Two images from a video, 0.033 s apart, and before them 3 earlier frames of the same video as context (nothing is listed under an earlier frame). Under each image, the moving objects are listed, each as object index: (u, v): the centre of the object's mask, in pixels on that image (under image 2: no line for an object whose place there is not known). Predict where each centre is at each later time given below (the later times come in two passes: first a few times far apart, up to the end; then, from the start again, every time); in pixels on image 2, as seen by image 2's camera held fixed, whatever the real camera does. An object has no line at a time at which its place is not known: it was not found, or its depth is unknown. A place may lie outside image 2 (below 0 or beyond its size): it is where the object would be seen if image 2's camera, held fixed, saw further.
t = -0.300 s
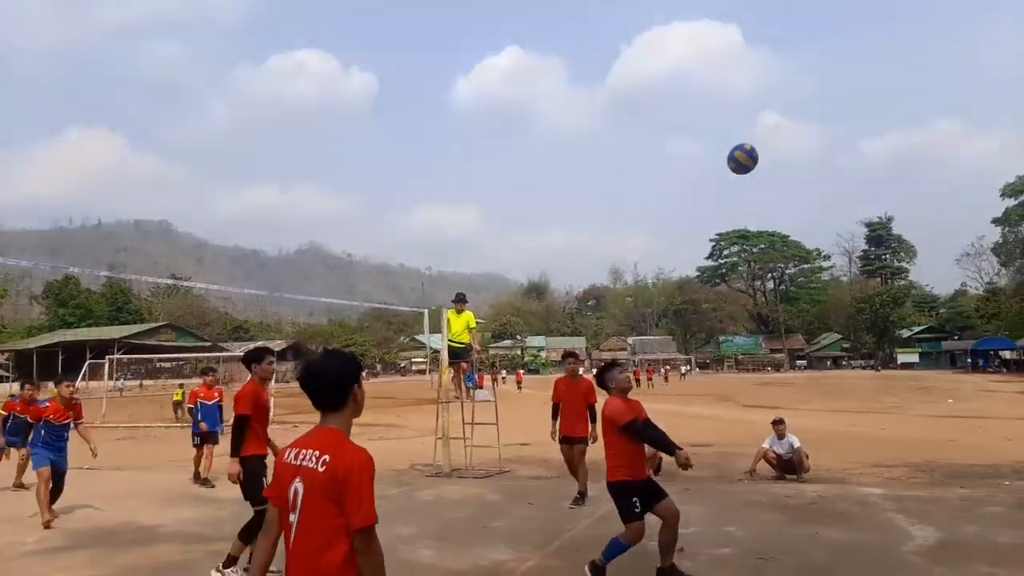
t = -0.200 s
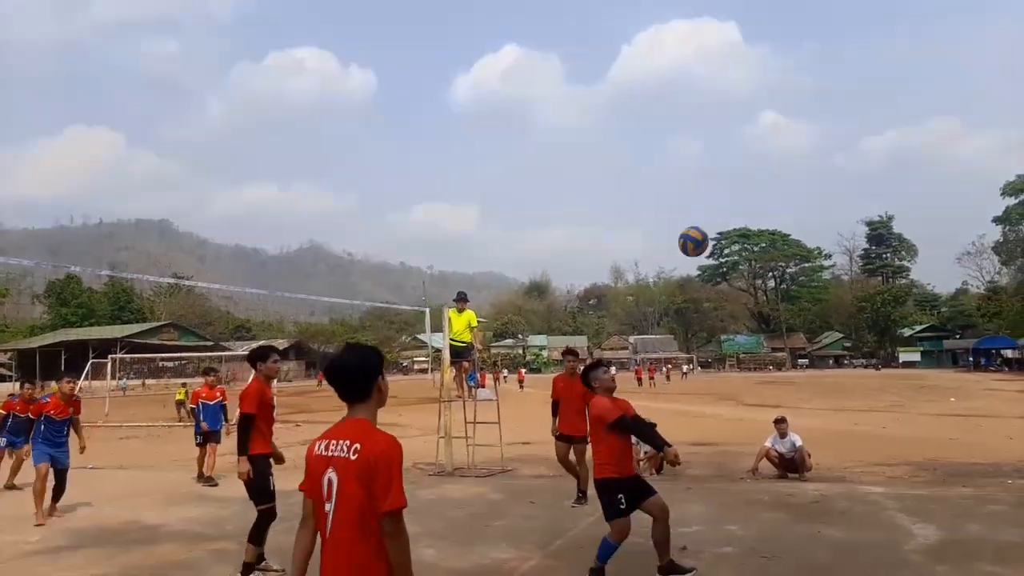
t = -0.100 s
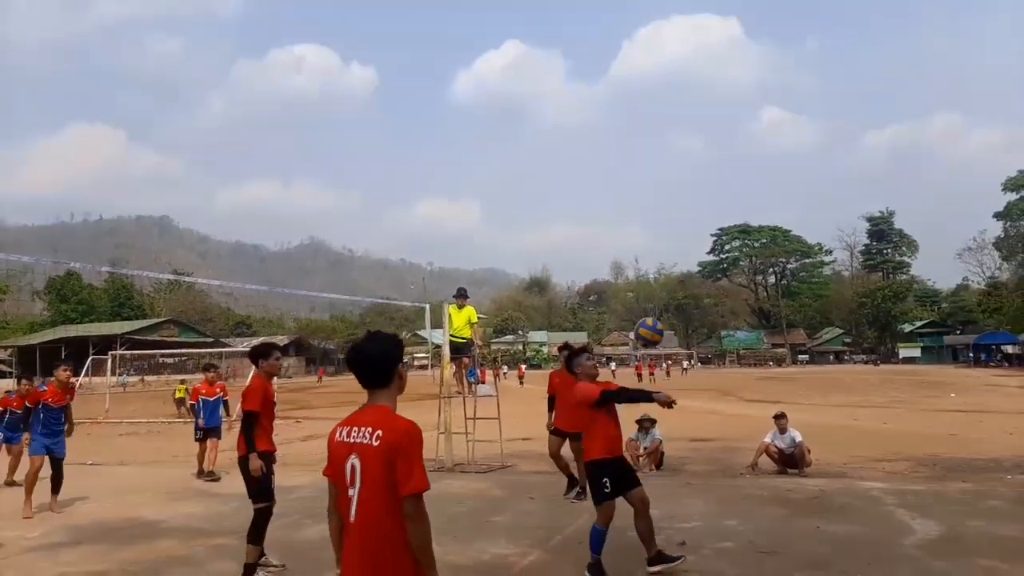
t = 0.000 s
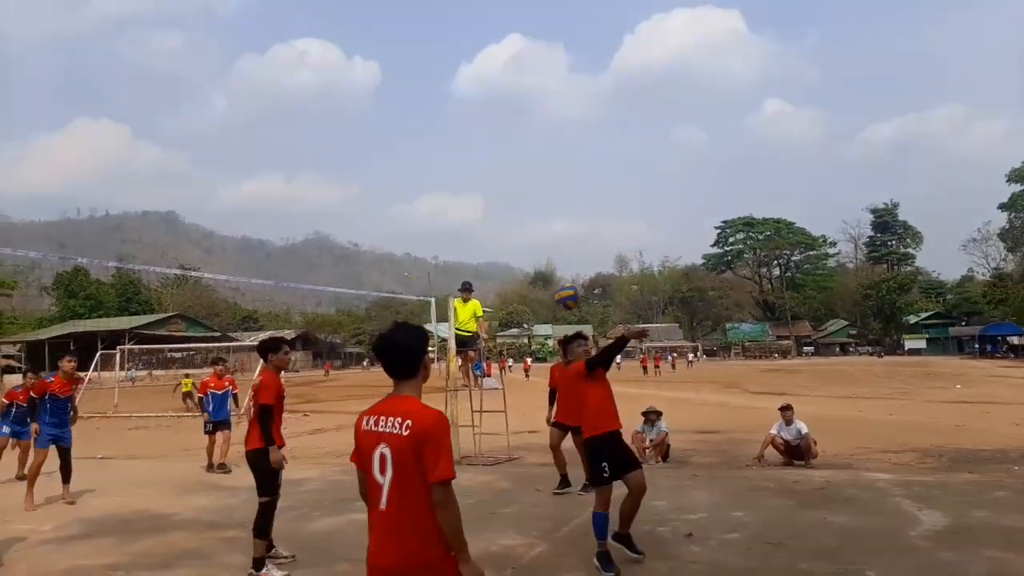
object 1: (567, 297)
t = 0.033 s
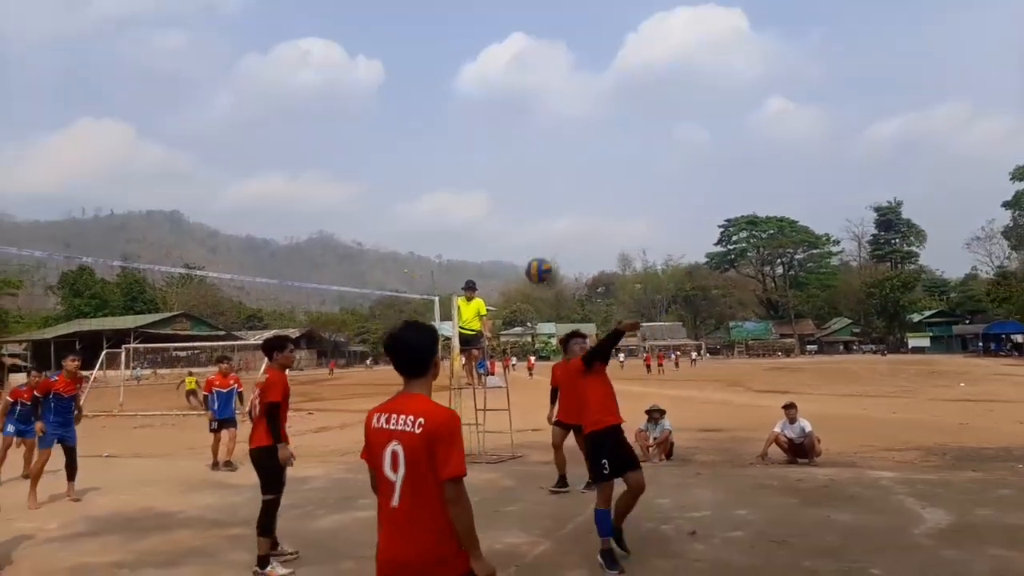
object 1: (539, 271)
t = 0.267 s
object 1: (329, 151)
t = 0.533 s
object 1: (132, 112)
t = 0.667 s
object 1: (53, 127)
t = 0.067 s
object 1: (506, 248)
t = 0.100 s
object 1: (475, 227)
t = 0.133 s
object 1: (445, 208)
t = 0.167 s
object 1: (415, 191)
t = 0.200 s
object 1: (386, 176)
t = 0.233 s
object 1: (357, 163)
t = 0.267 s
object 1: (329, 151)
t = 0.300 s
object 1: (303, 142)
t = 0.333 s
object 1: (278, 133)
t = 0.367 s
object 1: (253, 126)
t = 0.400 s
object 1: (228, 121)
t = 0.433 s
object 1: (204, 117)
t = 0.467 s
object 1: (180, 115)
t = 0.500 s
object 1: (156, 113)
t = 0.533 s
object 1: (132, 112)
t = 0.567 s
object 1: (111, 114)
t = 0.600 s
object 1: (91, 118)
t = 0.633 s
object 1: (72, 122)
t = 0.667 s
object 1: (53, 127)
